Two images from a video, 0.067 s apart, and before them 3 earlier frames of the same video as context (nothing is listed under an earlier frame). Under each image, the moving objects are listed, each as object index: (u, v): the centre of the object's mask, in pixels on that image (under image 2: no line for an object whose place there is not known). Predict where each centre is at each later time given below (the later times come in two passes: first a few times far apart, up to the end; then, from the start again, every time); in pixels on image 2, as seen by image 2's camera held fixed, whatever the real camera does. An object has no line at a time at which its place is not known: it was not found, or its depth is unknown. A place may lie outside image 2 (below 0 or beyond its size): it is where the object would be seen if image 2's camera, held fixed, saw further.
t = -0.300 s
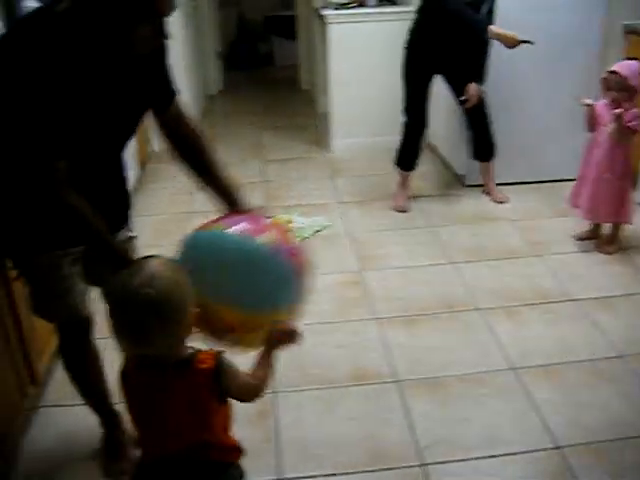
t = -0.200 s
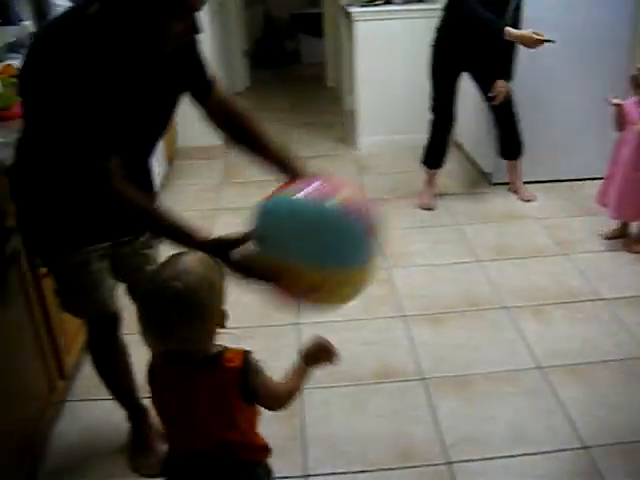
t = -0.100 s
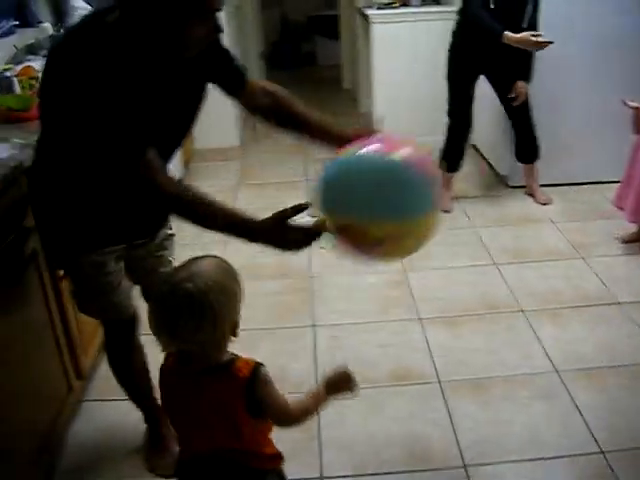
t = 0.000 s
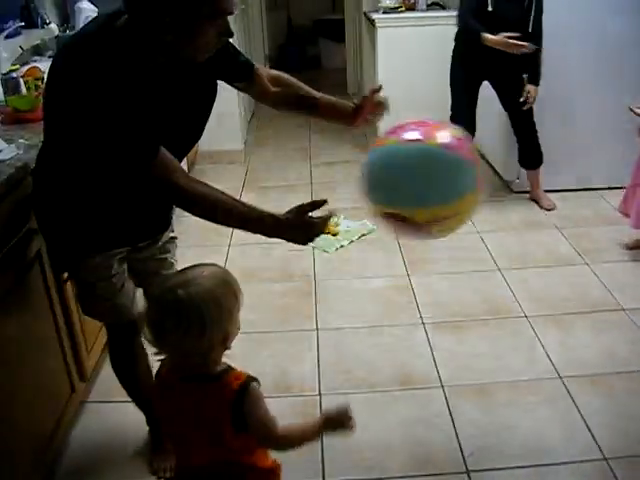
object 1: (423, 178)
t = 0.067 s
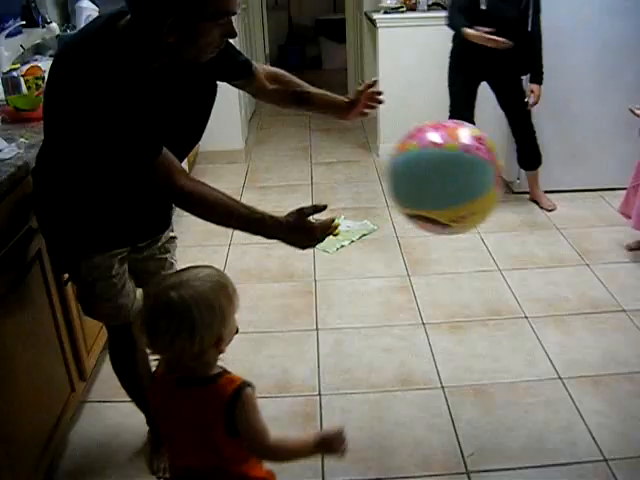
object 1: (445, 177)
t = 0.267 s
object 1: (493, 216)
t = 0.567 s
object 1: (533, 224)
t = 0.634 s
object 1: (541, 204)
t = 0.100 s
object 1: (455, 179)
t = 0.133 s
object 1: (464, 183)
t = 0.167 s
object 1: (472, 189)
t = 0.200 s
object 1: (480, 196)
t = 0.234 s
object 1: (488, 207)
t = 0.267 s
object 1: (493, 216)
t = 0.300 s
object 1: (498, 229)
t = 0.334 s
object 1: (503, 244)
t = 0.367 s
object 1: (508, 259)
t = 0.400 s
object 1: (511, 275)
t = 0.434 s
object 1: (515, 284)
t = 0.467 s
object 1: (518, 268)
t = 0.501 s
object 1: (523, 251)
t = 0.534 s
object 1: (528, 236)
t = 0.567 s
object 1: (533, 224)
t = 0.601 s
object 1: (537, 213)
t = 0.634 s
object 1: (541, 204)
